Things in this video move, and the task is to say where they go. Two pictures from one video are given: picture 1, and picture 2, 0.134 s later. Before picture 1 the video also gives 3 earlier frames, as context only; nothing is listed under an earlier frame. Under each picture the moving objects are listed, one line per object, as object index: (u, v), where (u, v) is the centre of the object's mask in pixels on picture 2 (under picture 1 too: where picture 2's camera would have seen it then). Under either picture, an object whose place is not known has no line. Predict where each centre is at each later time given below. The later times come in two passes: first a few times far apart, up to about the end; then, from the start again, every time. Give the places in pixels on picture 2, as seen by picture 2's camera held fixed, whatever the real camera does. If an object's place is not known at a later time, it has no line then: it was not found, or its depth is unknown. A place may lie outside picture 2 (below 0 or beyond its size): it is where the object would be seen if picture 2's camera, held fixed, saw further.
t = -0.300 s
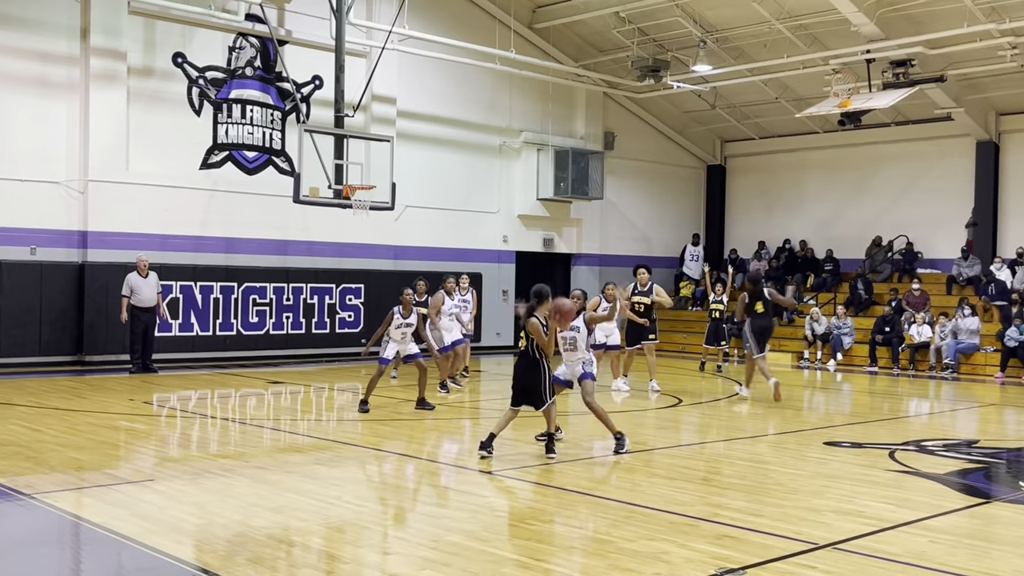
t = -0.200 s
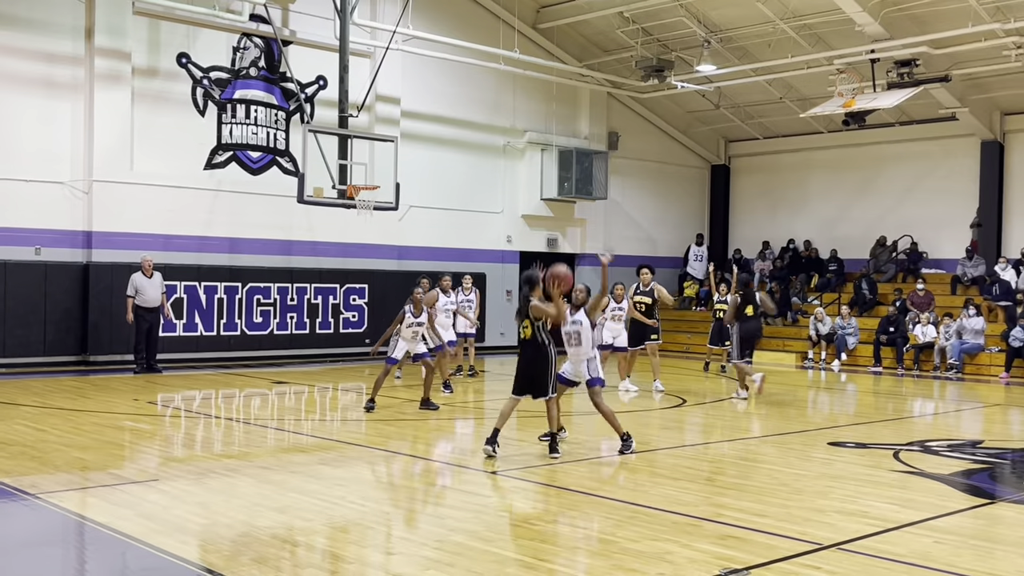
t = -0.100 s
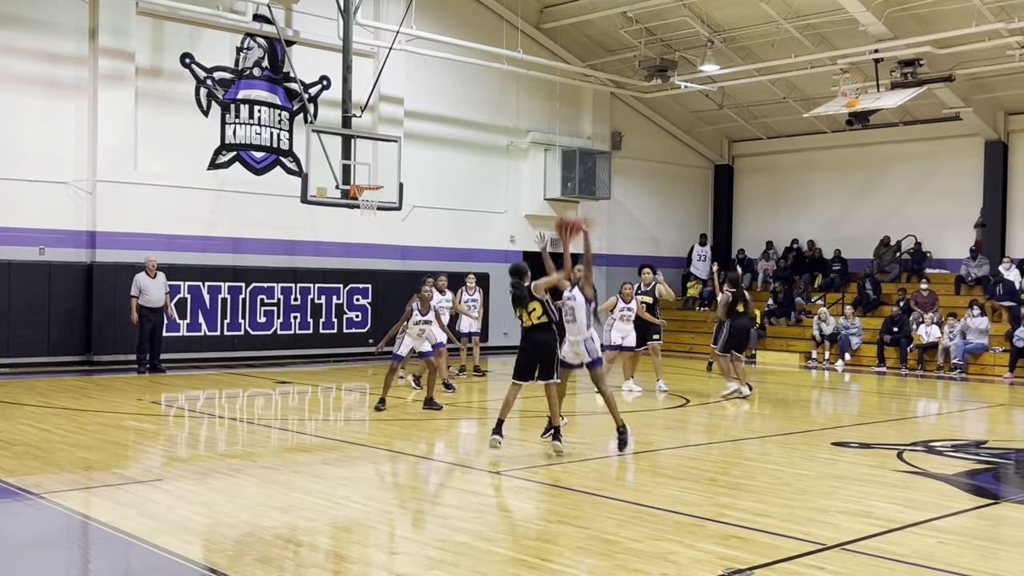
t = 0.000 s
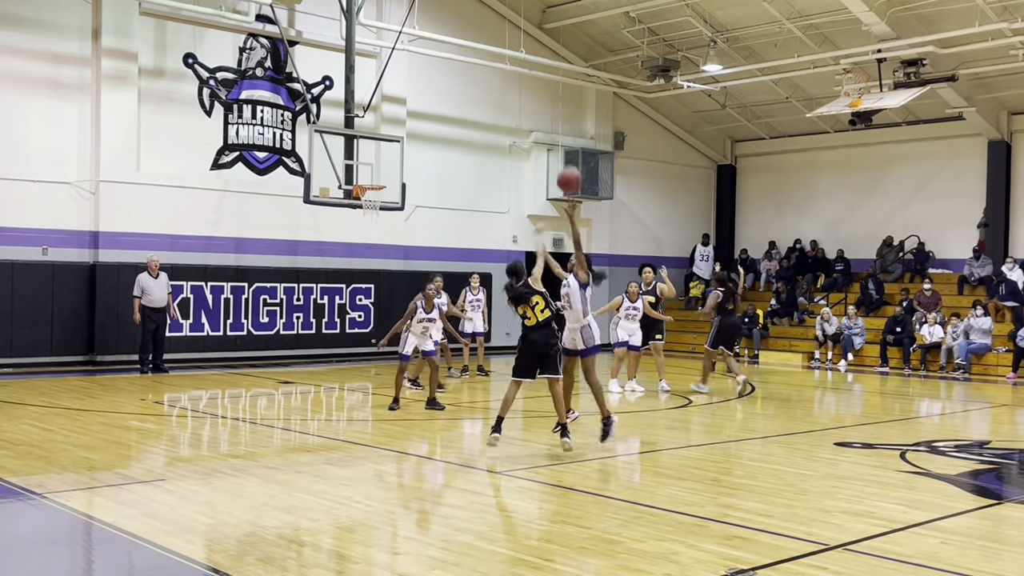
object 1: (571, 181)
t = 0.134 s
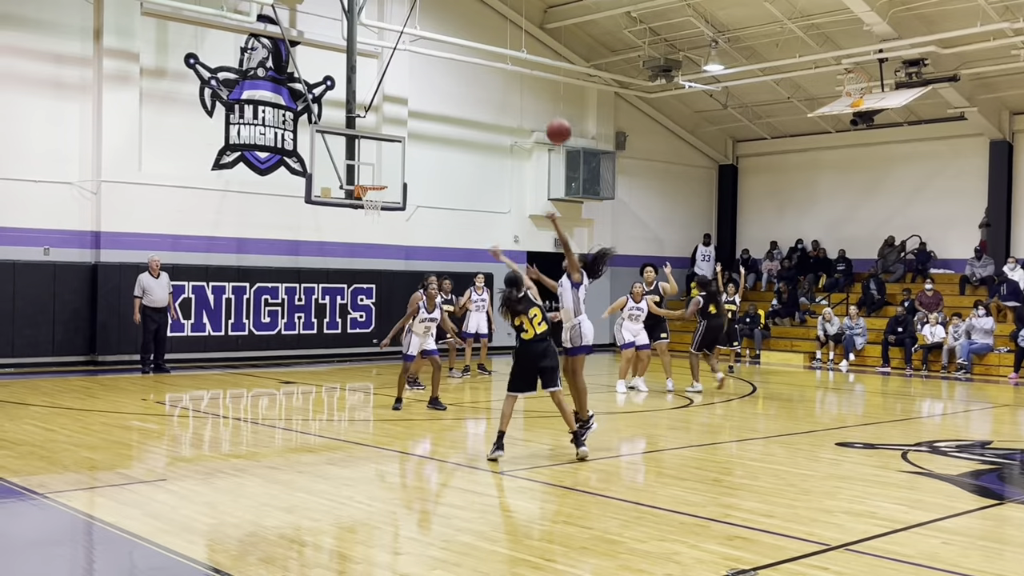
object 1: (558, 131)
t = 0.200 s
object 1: (553, 115)
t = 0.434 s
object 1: (532, 95)
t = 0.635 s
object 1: (515, 122)
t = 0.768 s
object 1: (504, 161)
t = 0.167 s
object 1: (556, 122)
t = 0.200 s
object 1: (553, 115)
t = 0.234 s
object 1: (550, 109)
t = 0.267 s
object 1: (547, 103)
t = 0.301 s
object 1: (544, 99)
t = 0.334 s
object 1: (541, 96)
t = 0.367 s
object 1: (538, 95)
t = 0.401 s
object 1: (535, 94)
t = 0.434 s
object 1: (532, 95)
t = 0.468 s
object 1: (529, 97)
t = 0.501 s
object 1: (526, 100)
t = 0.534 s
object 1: (523, 104)
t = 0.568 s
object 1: (520, 109)
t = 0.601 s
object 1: (518, 115)
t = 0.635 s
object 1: (515, 122)
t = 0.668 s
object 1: (512, 130)
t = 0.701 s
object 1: (510, 139)
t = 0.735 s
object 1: (506, 150)
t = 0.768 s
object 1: (504, 161)
